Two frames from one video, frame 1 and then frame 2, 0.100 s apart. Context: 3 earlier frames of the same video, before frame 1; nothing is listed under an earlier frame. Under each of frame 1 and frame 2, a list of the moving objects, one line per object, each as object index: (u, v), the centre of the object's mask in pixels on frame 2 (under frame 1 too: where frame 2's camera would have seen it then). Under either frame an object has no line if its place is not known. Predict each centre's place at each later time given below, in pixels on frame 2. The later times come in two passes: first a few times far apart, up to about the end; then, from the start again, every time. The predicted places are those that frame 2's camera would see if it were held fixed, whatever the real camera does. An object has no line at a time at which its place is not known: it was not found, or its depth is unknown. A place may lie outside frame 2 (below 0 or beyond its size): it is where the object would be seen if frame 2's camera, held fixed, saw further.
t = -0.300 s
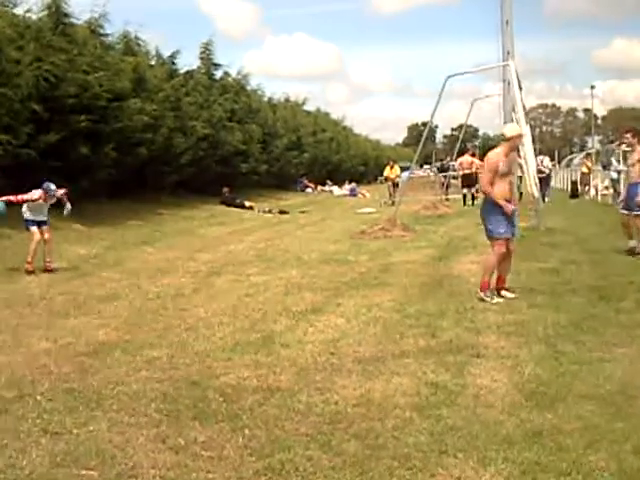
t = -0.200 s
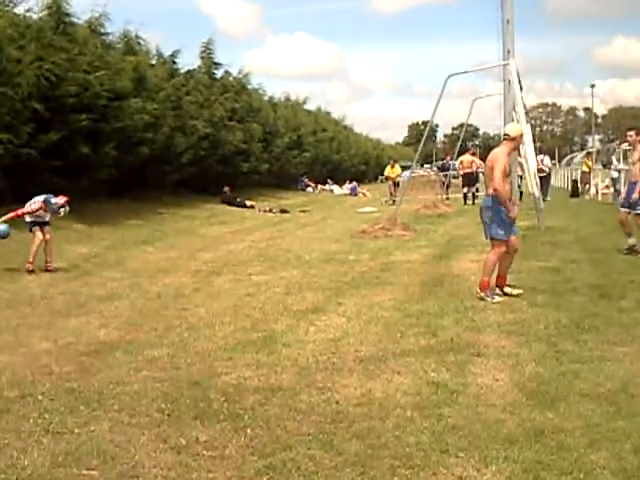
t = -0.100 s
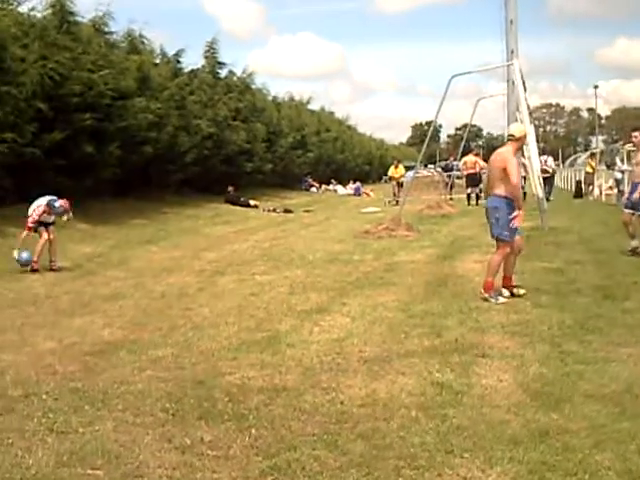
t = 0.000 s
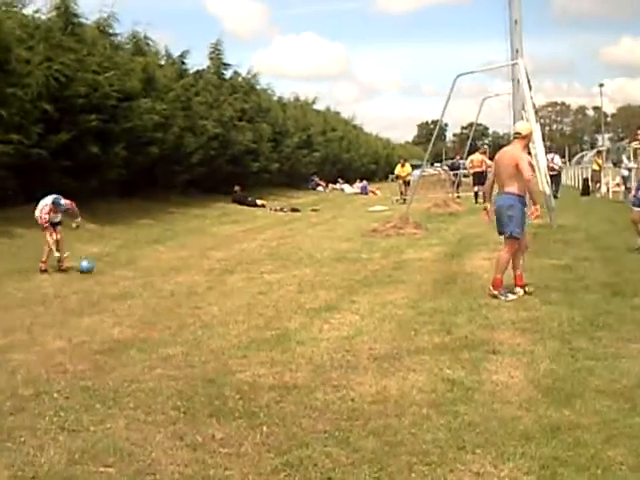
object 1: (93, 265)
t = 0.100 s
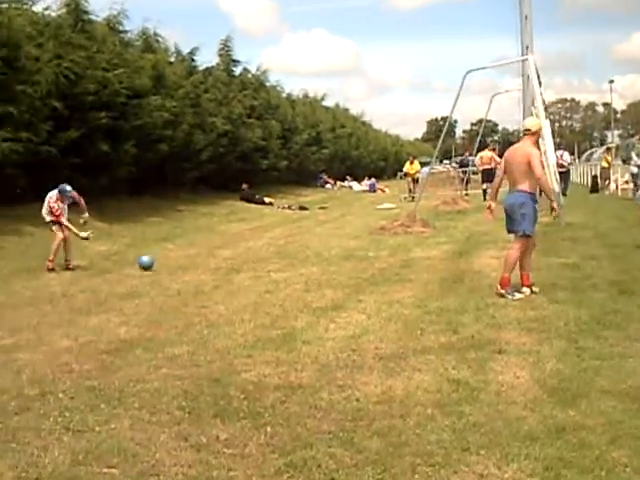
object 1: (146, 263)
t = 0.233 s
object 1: (213, 262)
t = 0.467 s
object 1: (308, 254)
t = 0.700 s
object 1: (397, 257)
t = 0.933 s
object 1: (481, 250)
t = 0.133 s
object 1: (163, 260)
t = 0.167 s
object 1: (180, 260)
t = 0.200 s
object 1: (196, 261)
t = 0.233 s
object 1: (213, 262)
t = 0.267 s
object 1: (228, 262)
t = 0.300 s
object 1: (243, 261)
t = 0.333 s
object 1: (256, 261)
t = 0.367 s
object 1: (269, 259)
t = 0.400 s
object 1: (282, 257)
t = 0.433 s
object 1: (295, 255)
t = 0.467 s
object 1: (308, 254)
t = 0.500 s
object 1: (321, 254)
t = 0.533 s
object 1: (333, 255)
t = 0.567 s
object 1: (346, 256)
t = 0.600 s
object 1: (359, 257)
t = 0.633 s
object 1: (371, 257)
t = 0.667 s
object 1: (384, 257)
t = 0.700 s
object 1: (397, 257)
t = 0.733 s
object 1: (409, 255)
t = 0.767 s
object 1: (421, 254)
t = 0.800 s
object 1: (434, 253)
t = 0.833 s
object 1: (446, 253)
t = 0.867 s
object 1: (458, 253)
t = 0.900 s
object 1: (469, 251)
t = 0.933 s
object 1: (481, 250)
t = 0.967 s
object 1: (492, 248)
